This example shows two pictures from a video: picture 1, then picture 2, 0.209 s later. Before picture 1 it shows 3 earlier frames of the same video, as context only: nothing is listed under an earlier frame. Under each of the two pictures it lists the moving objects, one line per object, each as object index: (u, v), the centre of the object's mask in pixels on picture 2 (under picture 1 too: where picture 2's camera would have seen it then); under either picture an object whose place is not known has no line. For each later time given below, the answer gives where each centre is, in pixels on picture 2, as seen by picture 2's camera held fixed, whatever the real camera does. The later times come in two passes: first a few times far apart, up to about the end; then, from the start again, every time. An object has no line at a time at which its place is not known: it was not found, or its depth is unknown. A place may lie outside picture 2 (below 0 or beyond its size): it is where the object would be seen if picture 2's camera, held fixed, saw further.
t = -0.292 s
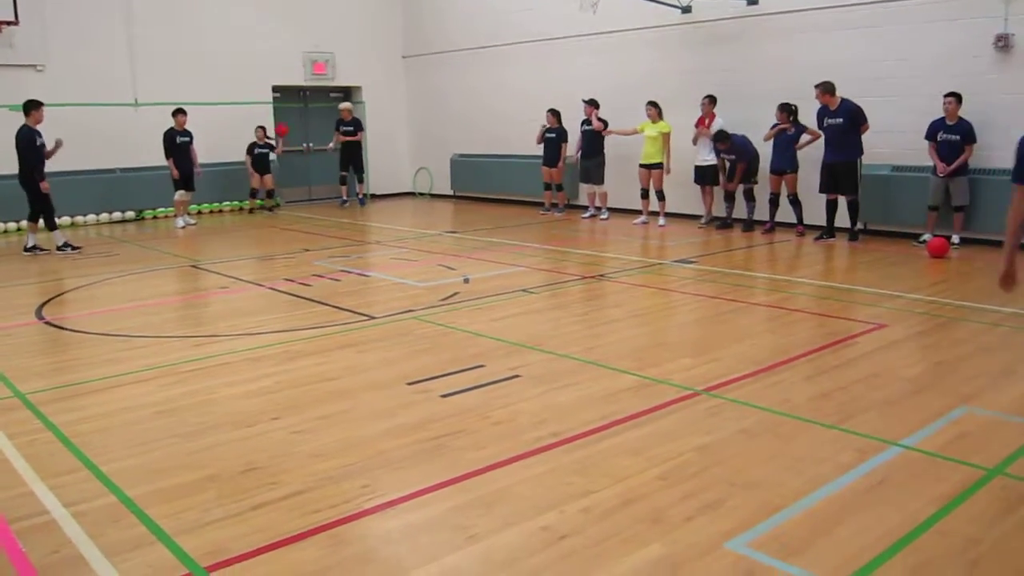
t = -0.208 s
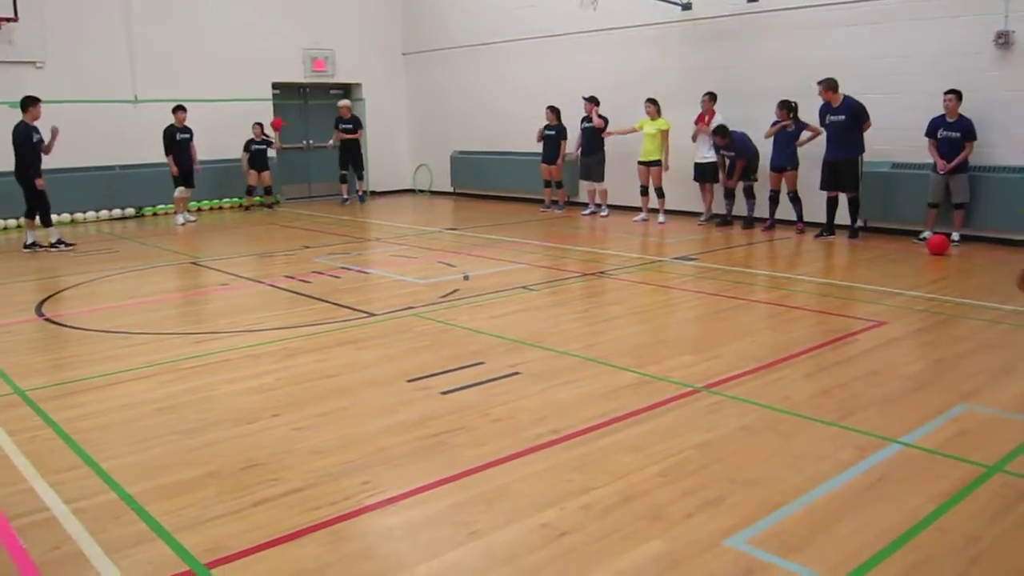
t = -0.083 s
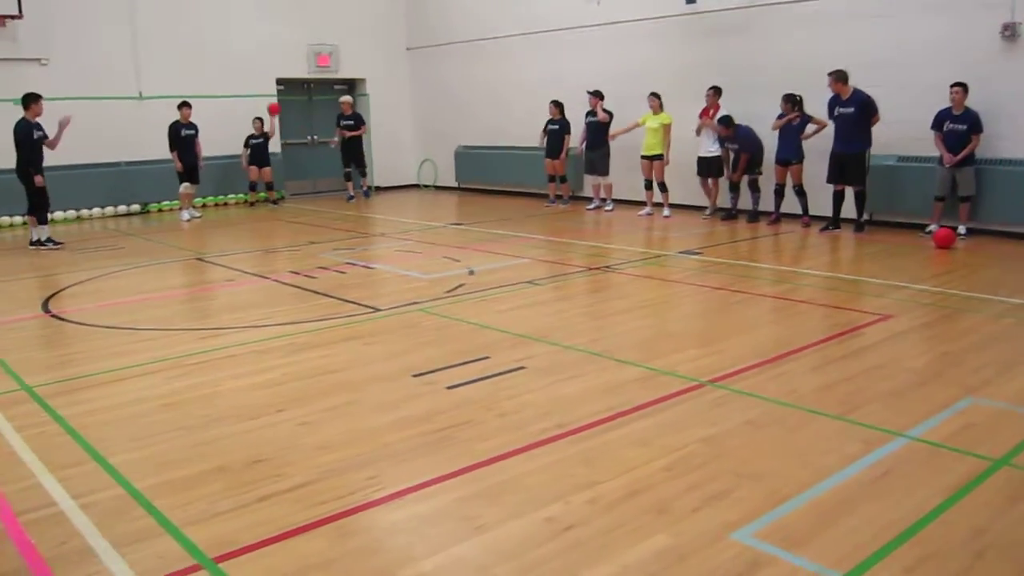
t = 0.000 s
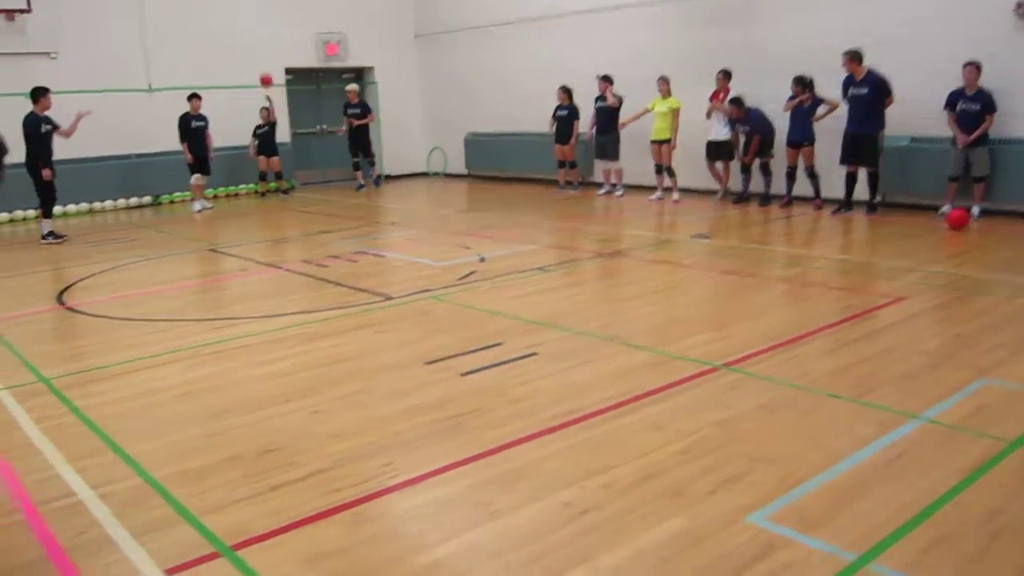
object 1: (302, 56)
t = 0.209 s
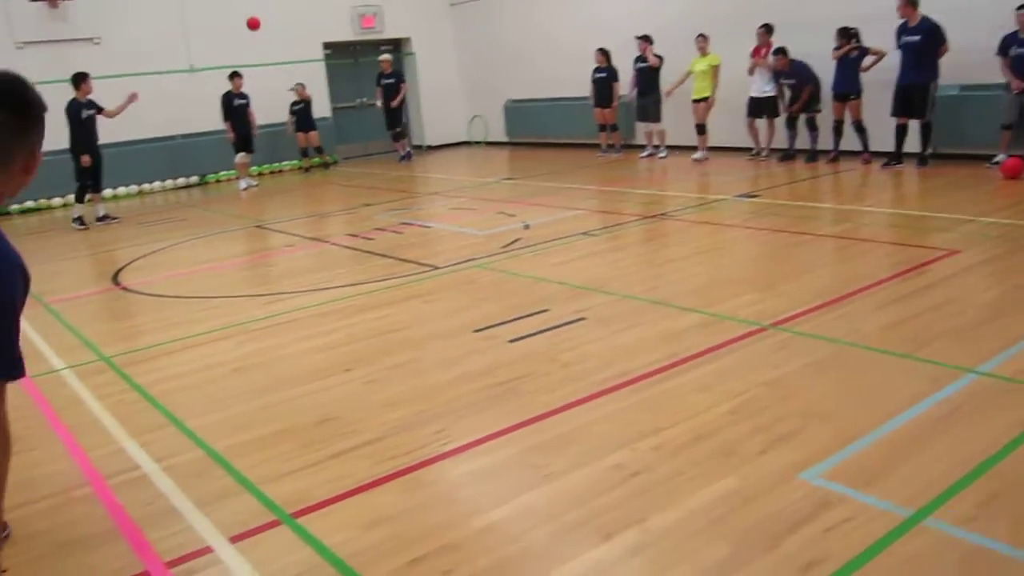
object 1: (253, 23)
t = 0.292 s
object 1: (233, 18)
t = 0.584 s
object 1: (161, 37)
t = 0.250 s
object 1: (243, 20)
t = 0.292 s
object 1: (233, 18)
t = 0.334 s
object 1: (222, 17)
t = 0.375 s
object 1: (211, 17)
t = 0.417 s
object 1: (202, 19)
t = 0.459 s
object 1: (191, 22)
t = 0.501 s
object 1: (181, 25)
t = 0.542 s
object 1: (171, 31)
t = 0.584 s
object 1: (161, 37)
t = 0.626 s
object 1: (151, 45)
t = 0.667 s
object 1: (141, 55)
